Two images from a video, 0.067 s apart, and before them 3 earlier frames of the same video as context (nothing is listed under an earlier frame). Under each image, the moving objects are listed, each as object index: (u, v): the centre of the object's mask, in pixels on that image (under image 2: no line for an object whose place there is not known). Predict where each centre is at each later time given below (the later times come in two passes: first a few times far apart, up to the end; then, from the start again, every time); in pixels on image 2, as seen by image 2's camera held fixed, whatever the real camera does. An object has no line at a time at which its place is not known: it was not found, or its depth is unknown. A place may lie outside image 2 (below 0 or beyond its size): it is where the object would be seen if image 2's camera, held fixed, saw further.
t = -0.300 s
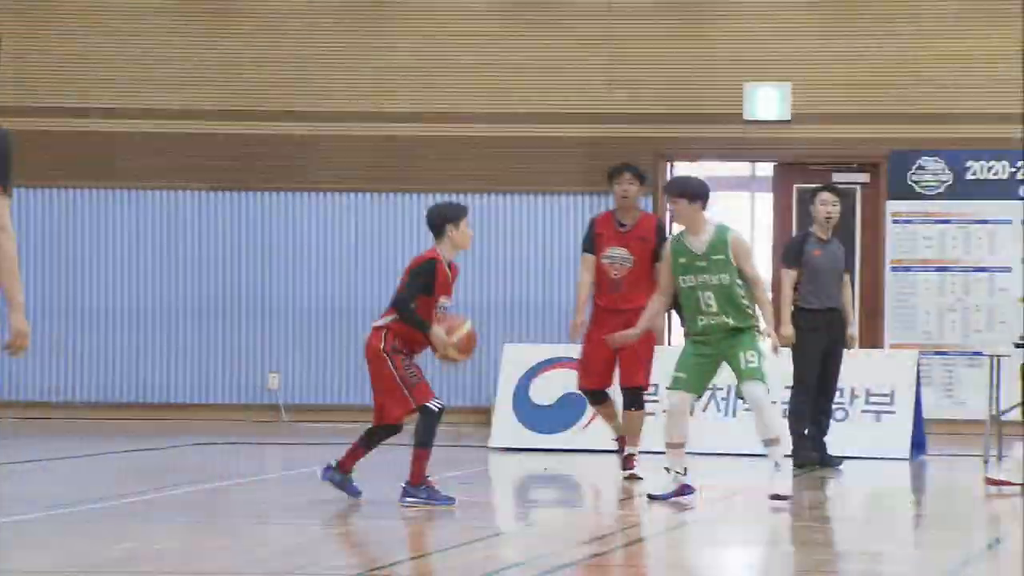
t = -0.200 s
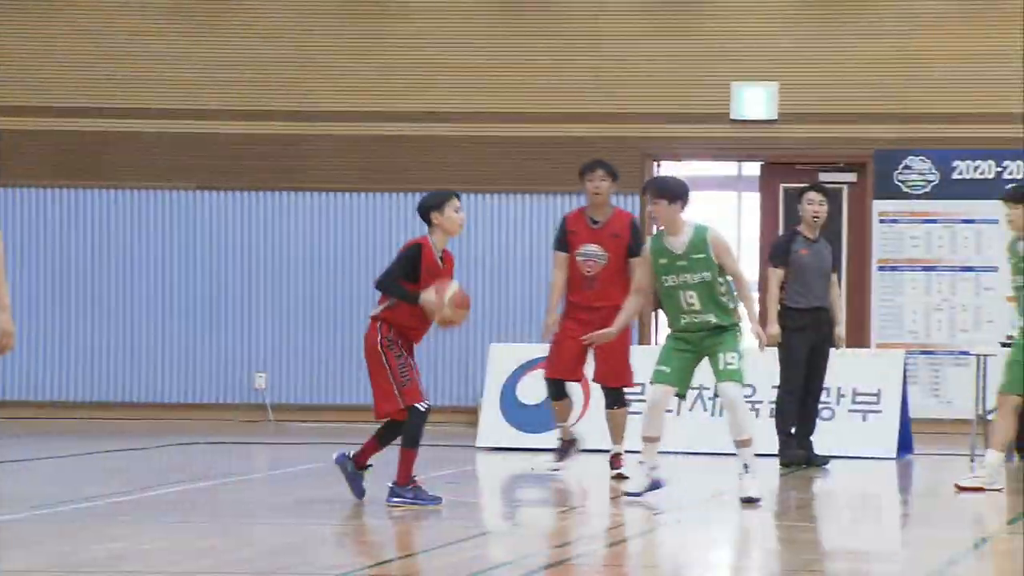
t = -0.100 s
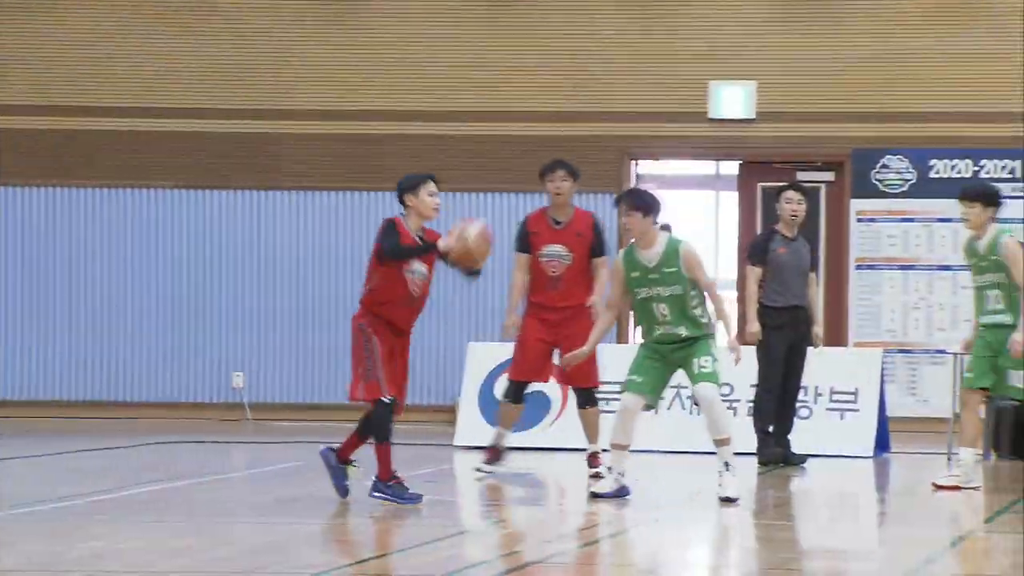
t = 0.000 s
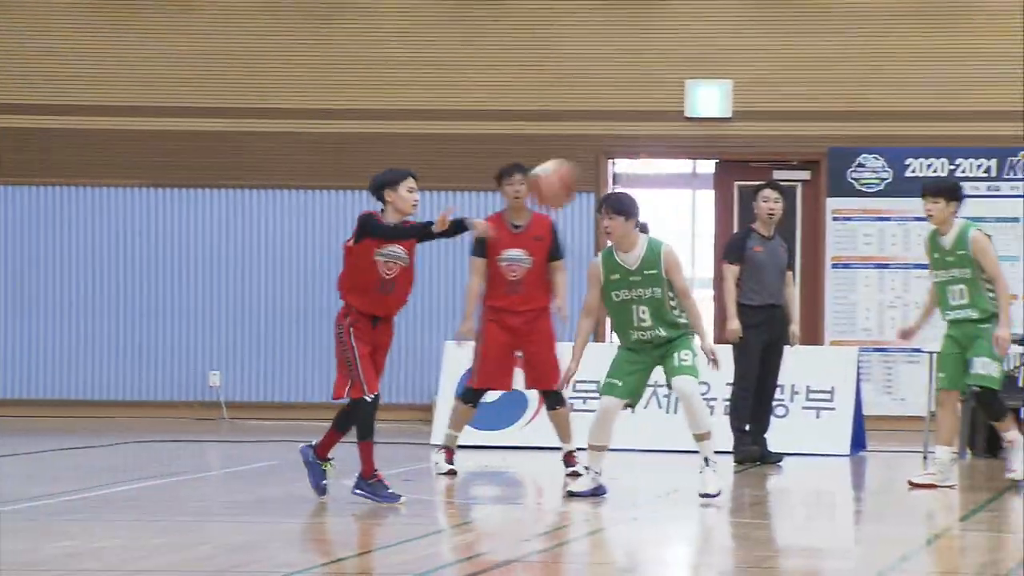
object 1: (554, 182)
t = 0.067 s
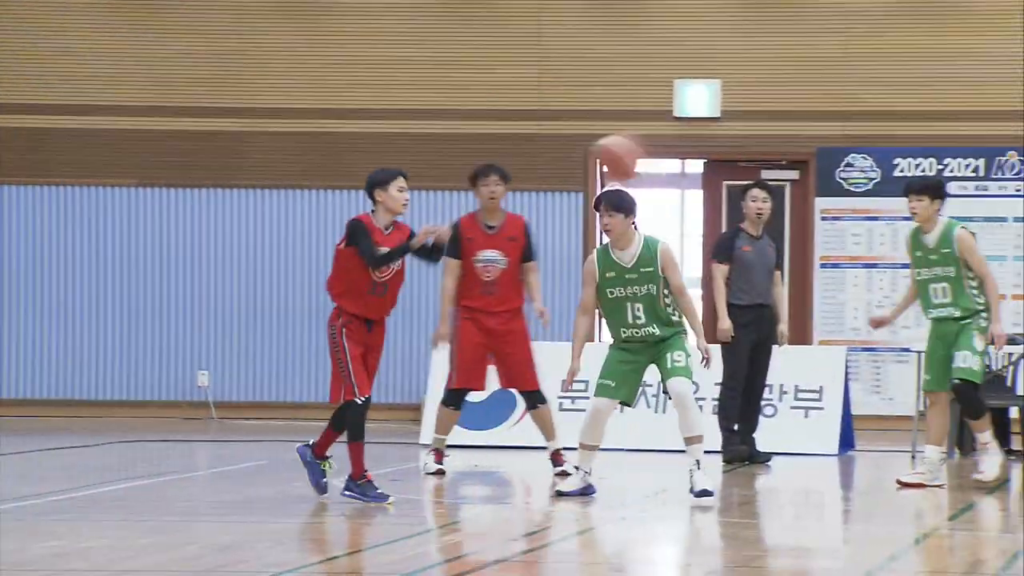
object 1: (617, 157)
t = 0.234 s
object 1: (825, 123)
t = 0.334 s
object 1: (953, 128)
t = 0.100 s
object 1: (659, 144)
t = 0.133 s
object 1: (701, 137)
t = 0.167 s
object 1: (741, 129)
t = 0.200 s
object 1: (783, 125)
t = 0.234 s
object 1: (825, 123)
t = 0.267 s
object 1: (867, 122)
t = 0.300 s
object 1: (909, 123)
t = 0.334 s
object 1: (953, 128)
